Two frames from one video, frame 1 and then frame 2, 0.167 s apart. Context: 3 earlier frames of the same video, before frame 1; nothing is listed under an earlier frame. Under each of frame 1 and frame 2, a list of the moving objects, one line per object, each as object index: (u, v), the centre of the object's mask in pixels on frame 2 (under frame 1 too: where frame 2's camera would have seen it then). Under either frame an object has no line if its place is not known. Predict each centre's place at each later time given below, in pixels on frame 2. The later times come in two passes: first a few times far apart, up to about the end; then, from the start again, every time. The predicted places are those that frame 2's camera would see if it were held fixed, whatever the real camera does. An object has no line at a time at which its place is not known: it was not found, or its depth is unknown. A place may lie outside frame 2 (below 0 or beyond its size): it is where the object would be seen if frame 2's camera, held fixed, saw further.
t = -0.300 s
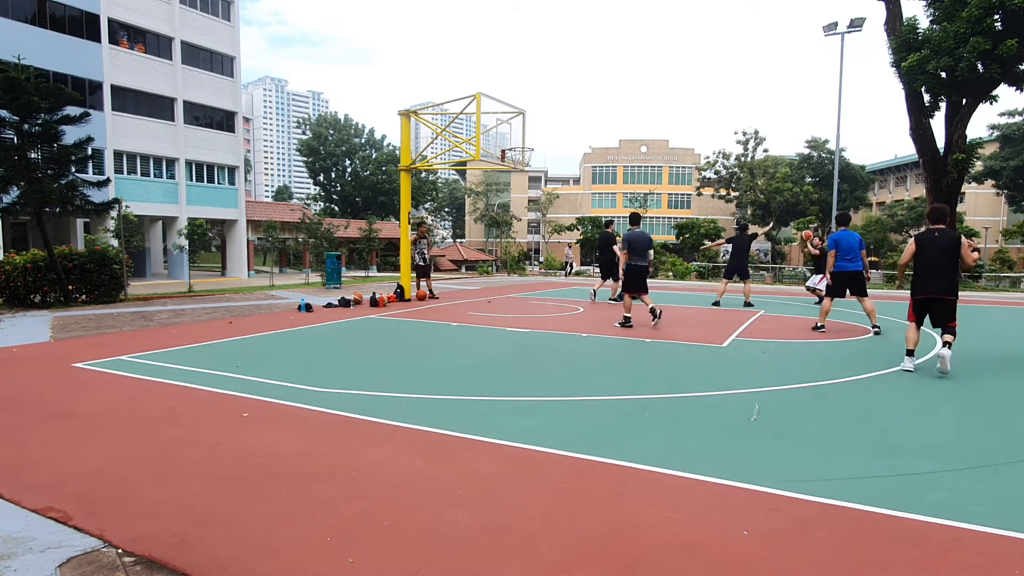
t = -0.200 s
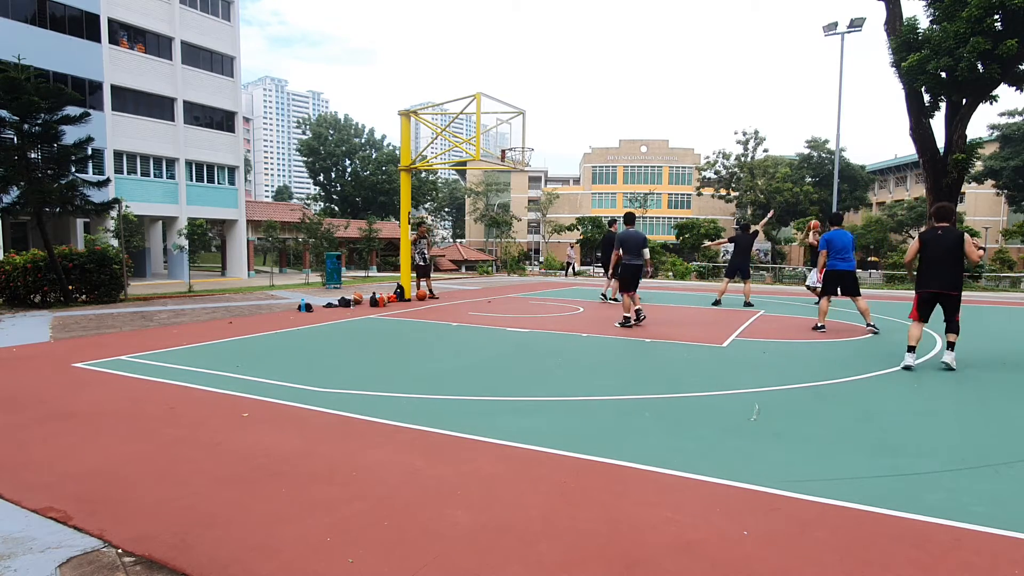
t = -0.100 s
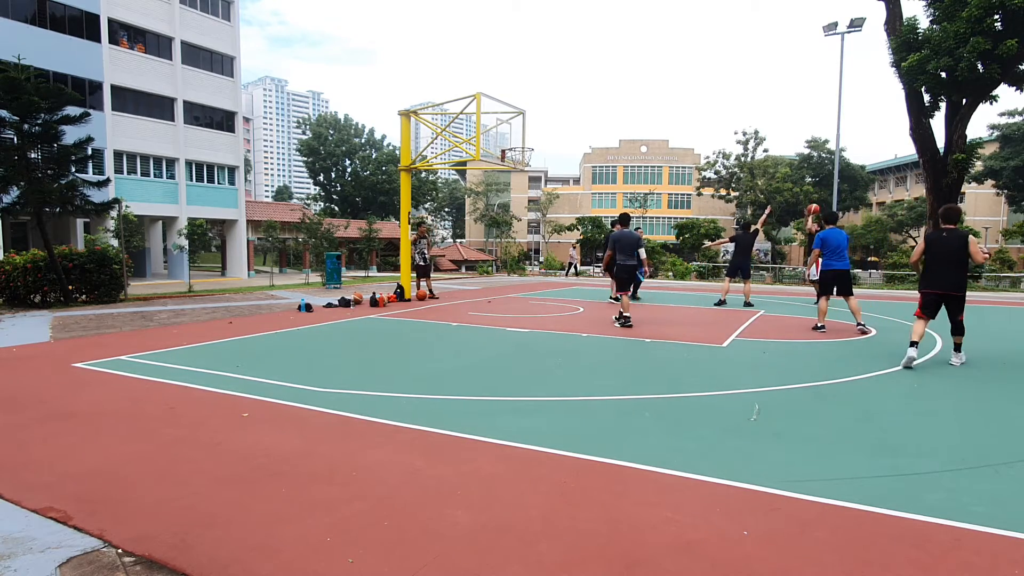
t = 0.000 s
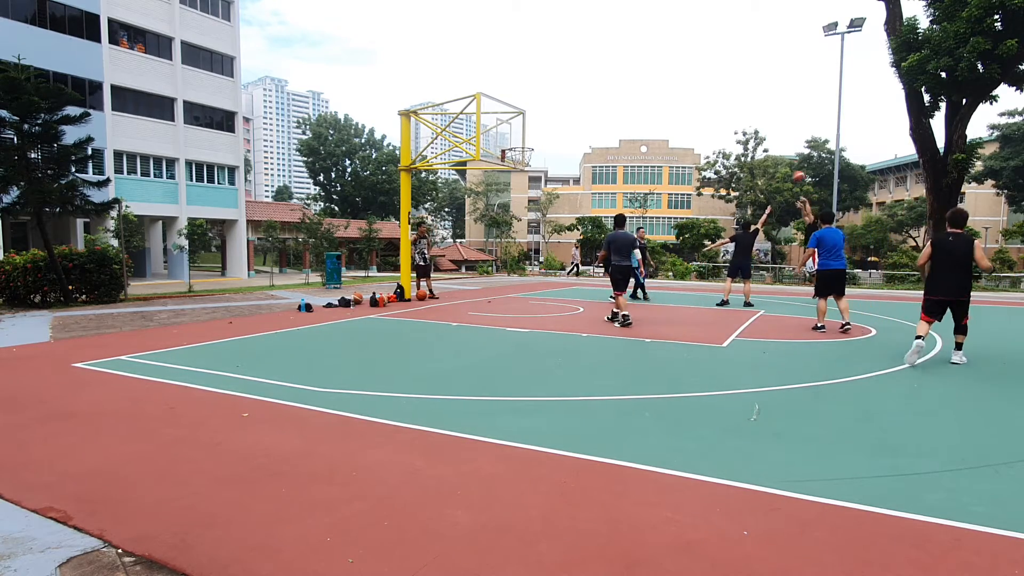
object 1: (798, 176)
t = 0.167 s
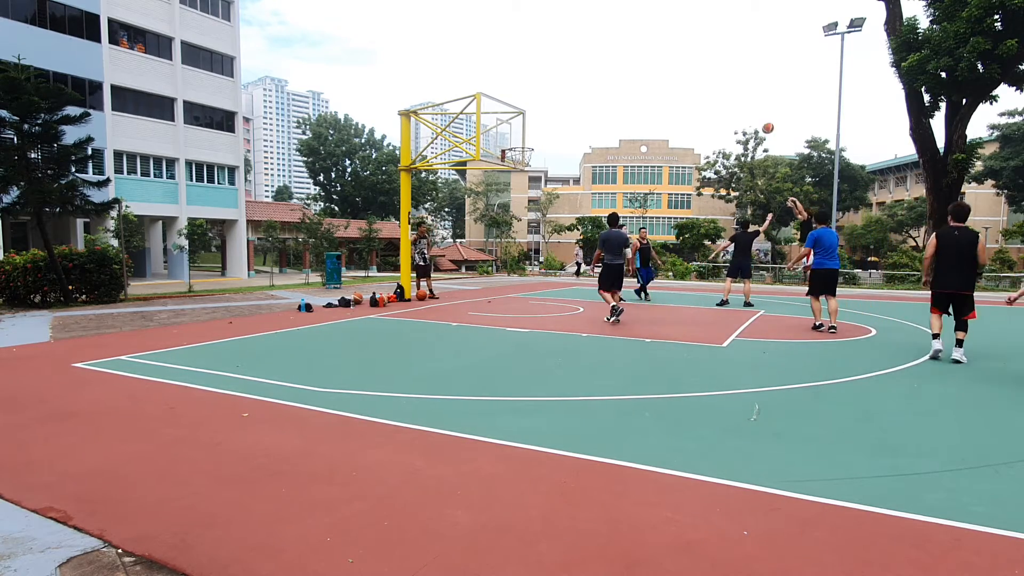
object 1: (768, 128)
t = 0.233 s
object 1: (755, 112)
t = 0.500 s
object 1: (703, 66)
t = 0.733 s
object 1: (654, 53)
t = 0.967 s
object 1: (603, 67)
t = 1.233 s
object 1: (543, 118)
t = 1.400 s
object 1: (512, 158)
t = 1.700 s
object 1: (521, 174)
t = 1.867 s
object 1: (525, 204)
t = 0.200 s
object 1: (761, 120)
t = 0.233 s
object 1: (755, 112)
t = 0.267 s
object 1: (749, 104)
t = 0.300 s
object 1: (742, 97)
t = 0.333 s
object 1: (736, 91)
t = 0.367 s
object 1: (729, 85)
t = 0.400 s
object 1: (723, 79)
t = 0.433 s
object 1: (716, 74)
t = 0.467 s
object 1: (709, 70)
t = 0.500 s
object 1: (703, 66)
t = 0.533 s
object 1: (696, 62)
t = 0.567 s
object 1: (689, 59)
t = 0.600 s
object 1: (682, 57)
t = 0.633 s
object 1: (675, 55)
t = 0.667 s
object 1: (668, 54)
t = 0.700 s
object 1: (661, 53)
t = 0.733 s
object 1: (654, 53)
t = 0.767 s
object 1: (647, 53)
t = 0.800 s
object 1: (640, 54)
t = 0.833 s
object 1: (633, 55)
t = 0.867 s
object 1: (625, 57)
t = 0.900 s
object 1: (618, 60)
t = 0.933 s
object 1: (611, 63)
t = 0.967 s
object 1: (603, 67)
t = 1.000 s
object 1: (596, 71)
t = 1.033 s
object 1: (588, 76)
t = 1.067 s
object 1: (581, 82)
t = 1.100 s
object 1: (573, 88)
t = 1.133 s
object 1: (566, 95)
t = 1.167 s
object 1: (558, 102)
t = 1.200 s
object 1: (551, 110)
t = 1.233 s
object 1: (543, 118)
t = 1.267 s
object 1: (536, 128)
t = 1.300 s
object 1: (529, 137)
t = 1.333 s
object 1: (521, 147)
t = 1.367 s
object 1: (513, 158)
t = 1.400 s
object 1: (512, 158)
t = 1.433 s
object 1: (512, 157)
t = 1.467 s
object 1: (514, 157)
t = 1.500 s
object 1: (515, 158)
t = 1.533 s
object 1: (516, 159)
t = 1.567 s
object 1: (516, 160)
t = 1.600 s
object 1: (518, 162)
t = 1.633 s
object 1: (519, 166)
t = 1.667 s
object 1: (520, 169)
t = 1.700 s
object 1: (521, 174)
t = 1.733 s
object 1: (521, 179)
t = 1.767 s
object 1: (522, 184)
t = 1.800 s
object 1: (523, 190)
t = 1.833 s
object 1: (524, 197)
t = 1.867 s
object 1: (525, 204)
